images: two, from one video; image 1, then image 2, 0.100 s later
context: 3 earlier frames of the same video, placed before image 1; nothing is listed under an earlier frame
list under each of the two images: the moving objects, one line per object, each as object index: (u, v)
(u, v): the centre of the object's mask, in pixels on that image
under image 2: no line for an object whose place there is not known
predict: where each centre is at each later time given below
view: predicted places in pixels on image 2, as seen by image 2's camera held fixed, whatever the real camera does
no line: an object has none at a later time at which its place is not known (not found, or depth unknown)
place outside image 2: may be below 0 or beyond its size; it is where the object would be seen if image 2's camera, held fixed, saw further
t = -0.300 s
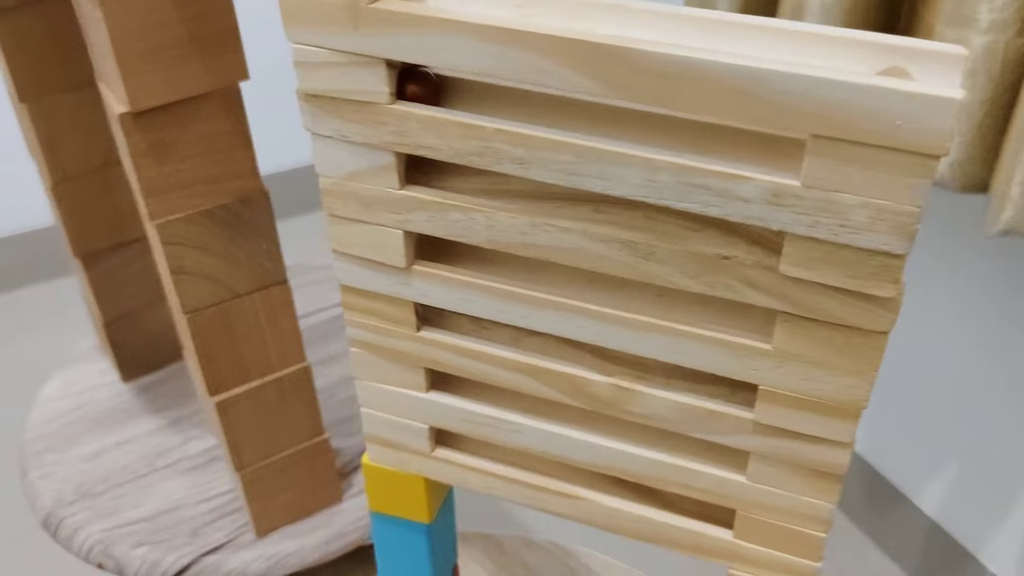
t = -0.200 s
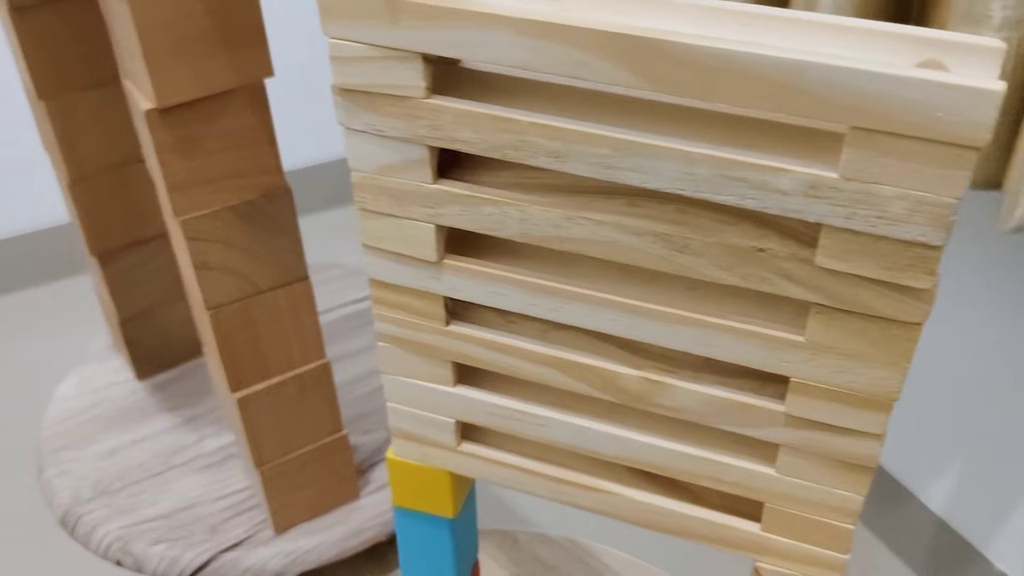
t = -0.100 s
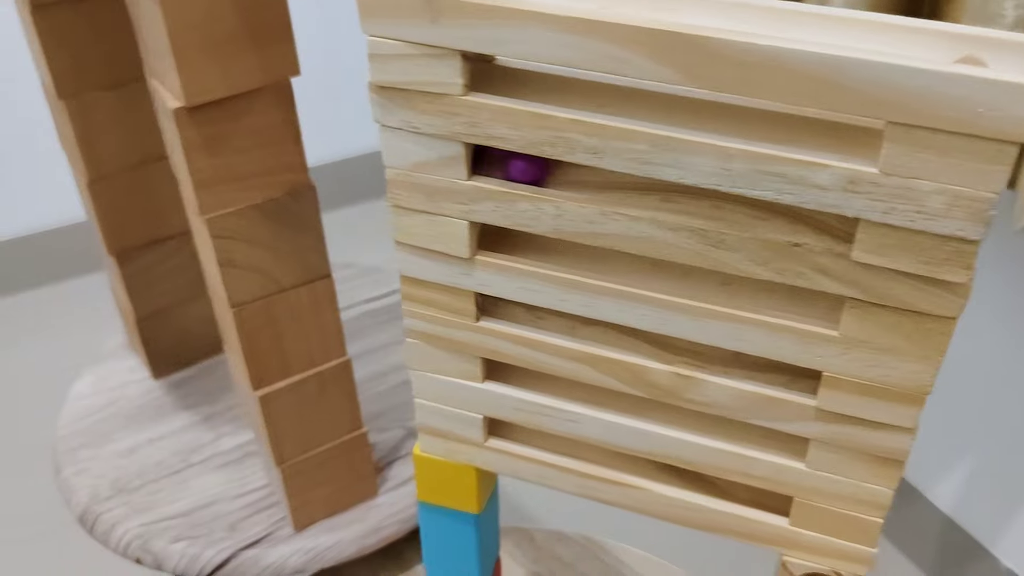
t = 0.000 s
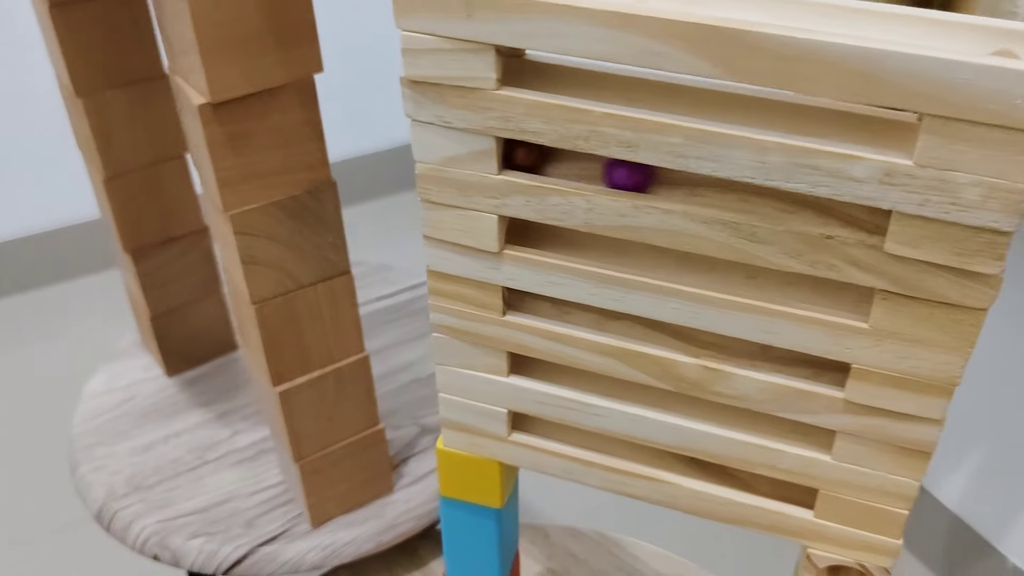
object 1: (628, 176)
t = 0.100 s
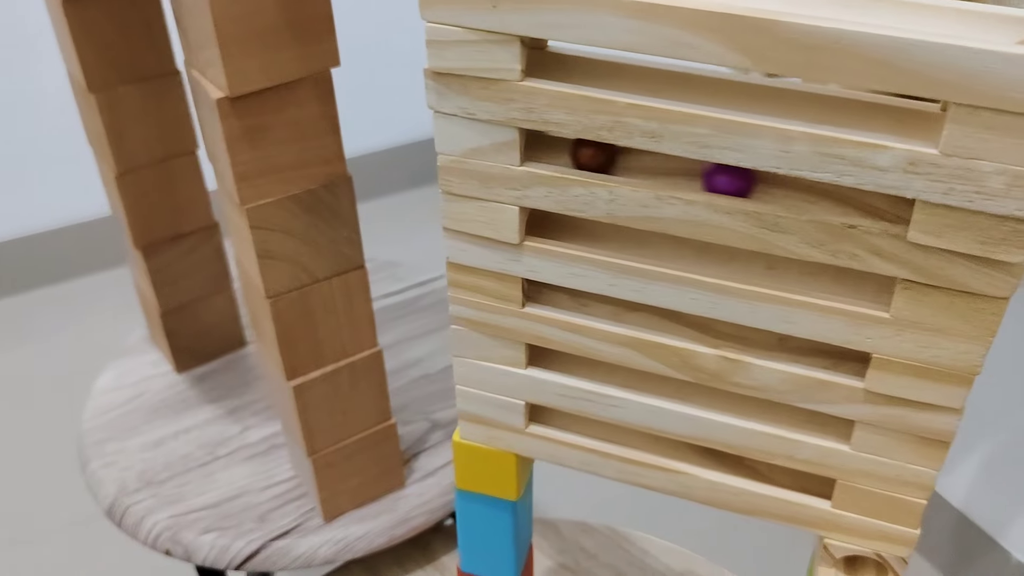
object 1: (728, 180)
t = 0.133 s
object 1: (757, 185)
